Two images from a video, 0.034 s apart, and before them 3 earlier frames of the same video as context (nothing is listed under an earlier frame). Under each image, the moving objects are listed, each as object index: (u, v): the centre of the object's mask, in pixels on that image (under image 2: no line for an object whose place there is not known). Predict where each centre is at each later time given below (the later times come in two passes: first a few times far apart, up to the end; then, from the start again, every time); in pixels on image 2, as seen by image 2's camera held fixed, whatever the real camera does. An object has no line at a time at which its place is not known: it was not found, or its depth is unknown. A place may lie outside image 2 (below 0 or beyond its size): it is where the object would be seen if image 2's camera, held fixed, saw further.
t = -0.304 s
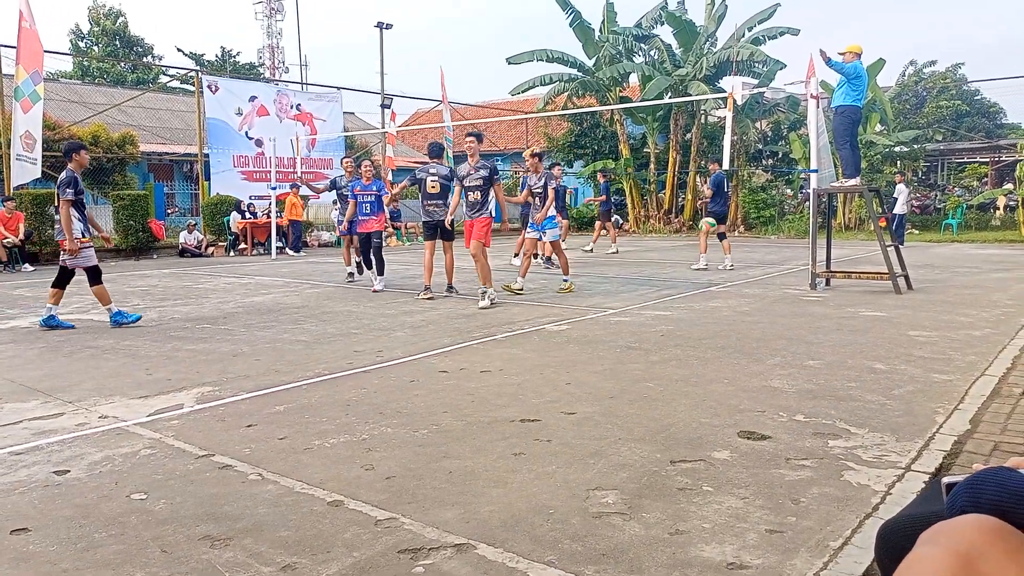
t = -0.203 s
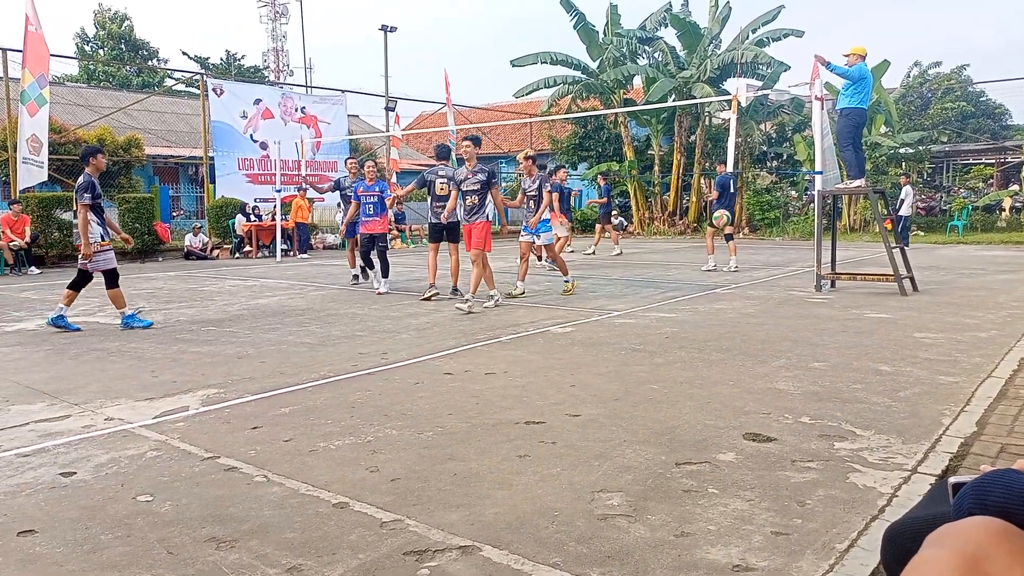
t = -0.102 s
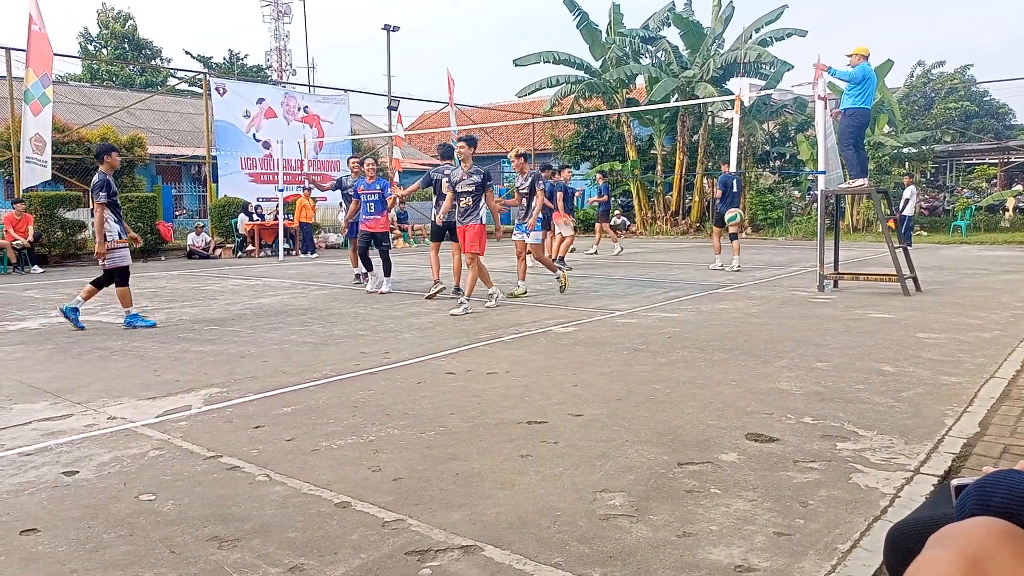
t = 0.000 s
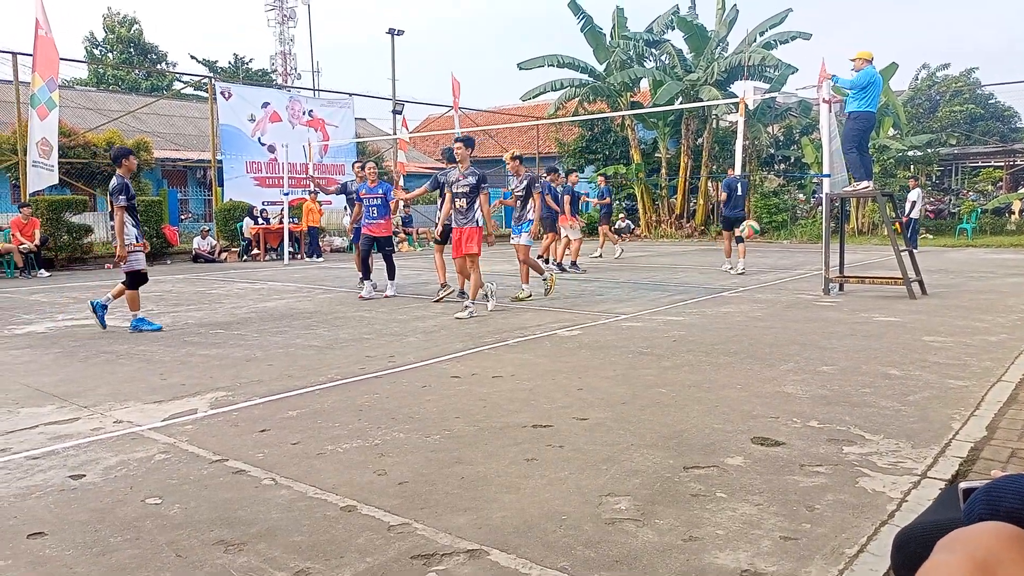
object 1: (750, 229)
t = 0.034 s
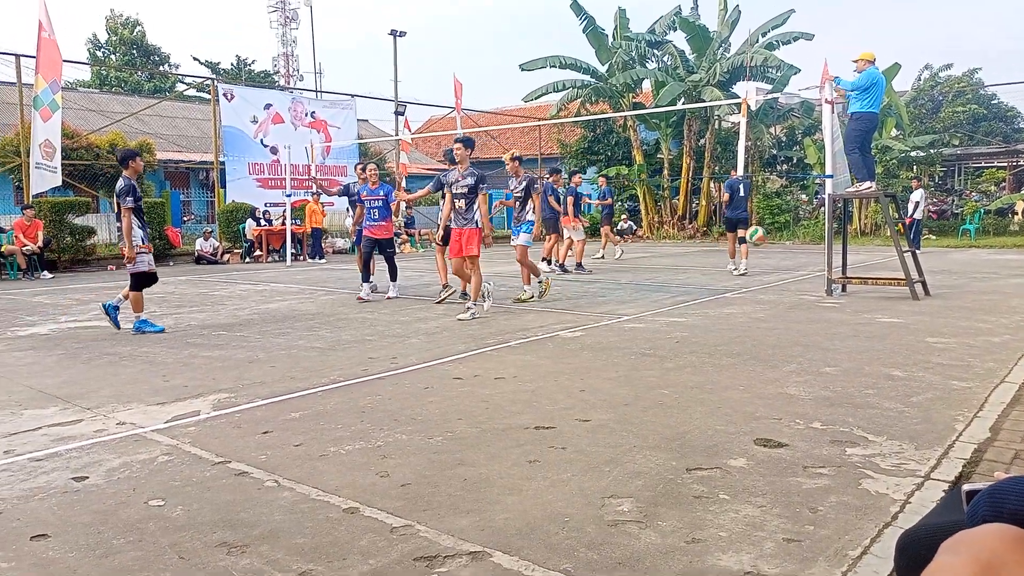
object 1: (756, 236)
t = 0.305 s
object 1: (789, 303)
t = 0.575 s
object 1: (838, 258)
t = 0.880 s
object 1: (913, 320)
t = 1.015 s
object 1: (953, 343)
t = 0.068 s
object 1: (759, 242)
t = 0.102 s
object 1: (763, 250)
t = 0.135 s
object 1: (767, 260)
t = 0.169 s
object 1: (772, 270)
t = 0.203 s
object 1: (776, 282)
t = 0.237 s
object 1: (780, 296)
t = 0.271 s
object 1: (784, 311)
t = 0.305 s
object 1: (789, 303)
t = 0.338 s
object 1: (795, 294)
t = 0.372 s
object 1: (800, 286)
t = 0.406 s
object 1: (806, 279)
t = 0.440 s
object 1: (812, 272)
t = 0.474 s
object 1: (819, 267)
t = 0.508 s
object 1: (825, 263)
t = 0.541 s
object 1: (832, 260)
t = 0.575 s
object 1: (838, 258)
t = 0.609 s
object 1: (846, 259)
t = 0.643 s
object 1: (853, 260)
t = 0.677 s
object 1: (861, 263)
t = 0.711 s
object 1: (869, 267)
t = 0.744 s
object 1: (877, 274)
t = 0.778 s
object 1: (886, 283)
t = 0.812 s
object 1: (894, 293)
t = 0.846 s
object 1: (904, 305)
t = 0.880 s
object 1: (913, 320)
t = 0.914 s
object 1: (922, 337)
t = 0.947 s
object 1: (933, 358)
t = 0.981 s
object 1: (944, 354)
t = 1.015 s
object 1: (953, 343)
